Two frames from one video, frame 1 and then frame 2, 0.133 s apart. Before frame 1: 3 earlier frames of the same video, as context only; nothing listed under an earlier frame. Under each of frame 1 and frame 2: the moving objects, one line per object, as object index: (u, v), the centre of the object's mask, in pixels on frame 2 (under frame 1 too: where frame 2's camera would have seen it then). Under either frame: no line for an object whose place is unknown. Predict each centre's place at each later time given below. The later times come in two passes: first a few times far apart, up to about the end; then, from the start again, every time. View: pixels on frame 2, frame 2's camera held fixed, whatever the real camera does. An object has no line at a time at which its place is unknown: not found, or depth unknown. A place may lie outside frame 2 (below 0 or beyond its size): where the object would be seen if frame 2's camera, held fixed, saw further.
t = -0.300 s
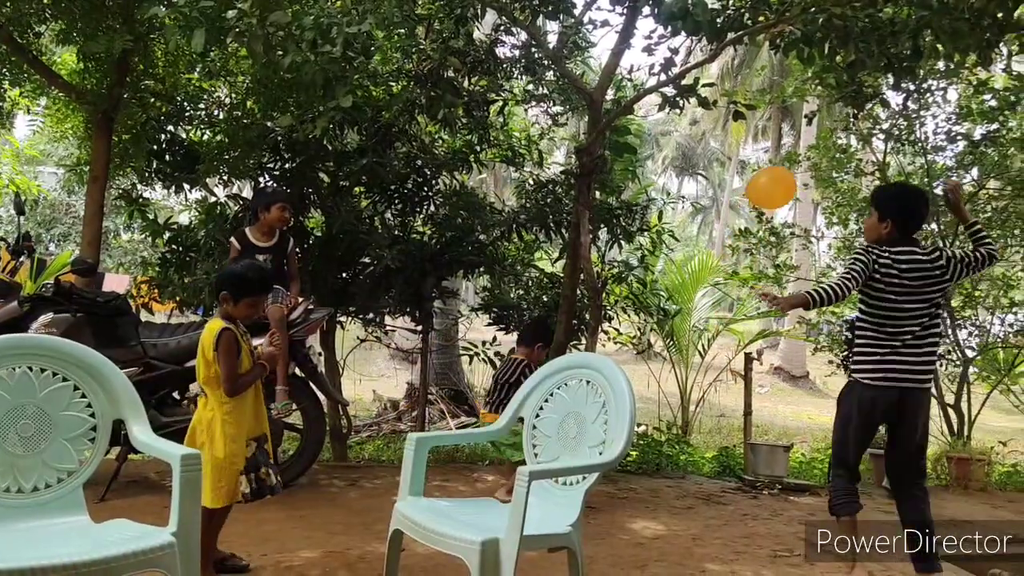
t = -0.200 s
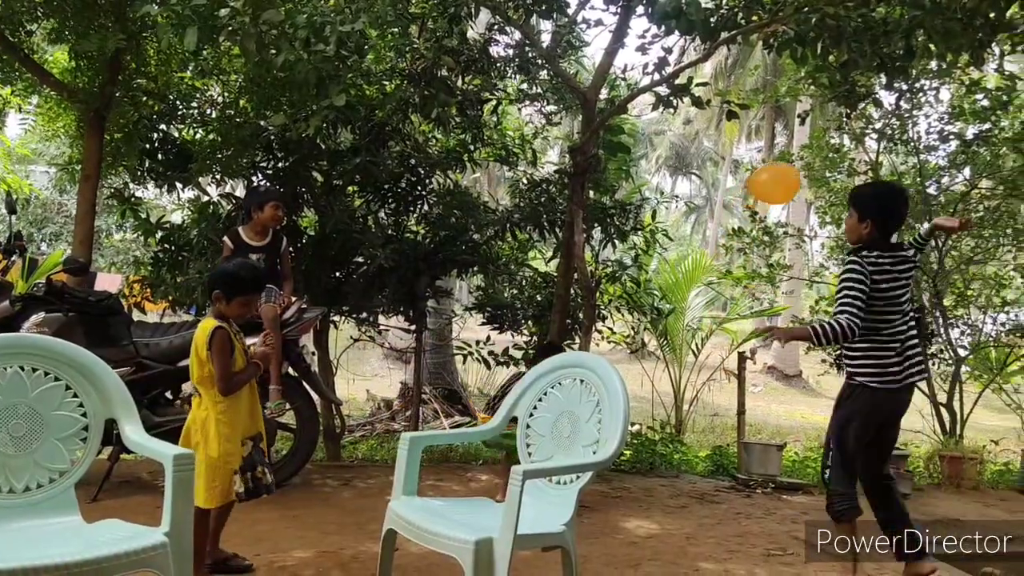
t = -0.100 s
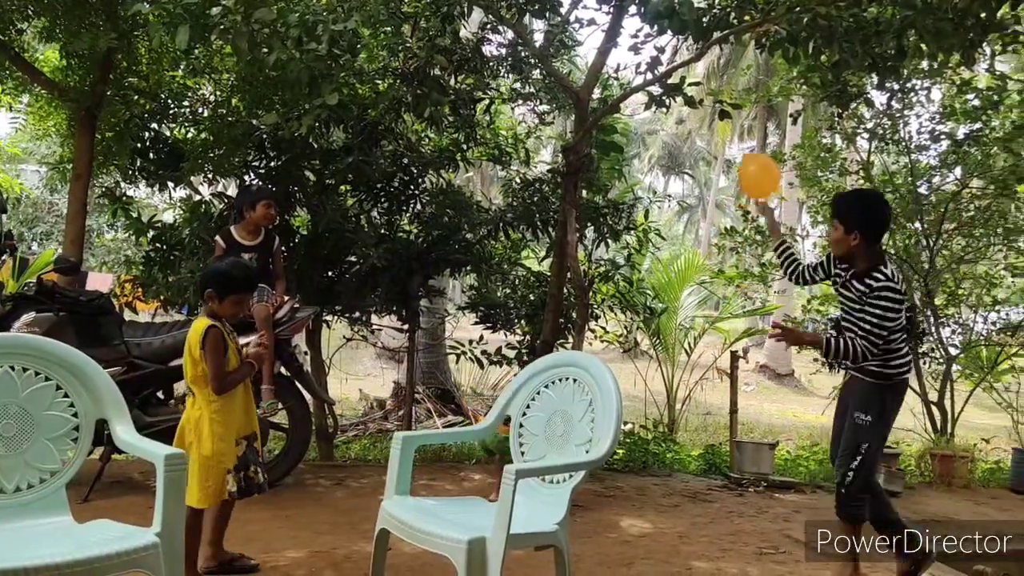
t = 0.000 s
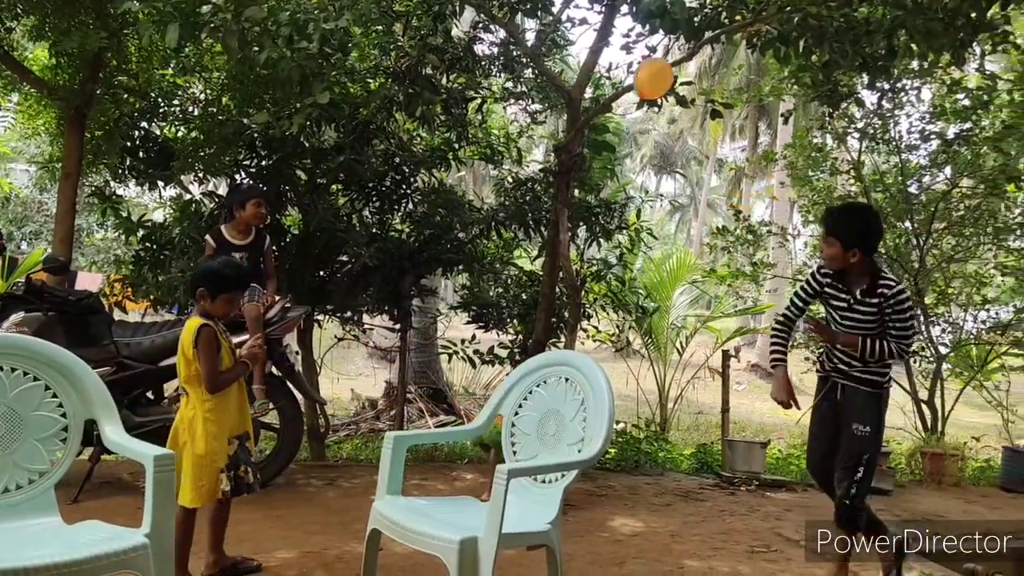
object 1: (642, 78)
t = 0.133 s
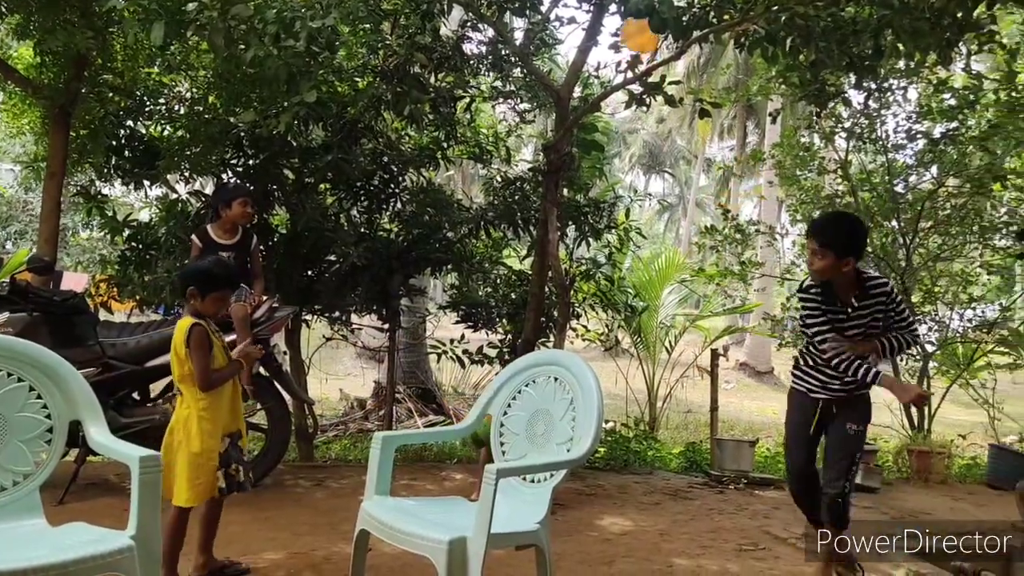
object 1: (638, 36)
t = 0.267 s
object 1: (642, 27)
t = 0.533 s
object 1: (683, 11)
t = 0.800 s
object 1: (681, 11)
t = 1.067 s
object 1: (663, 35)
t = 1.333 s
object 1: (648, 36)
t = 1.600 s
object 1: (646, 38)
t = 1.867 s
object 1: (641, 47)
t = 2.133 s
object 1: (626, 60)
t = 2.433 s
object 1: (620, 101)
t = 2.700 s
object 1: (624, 156)
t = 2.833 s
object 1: (630, 189)
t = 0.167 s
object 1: (639, 34)
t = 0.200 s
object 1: (639, 30)
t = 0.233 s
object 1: (641, 28)
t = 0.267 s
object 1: (642, 27)
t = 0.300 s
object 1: (646, 26)
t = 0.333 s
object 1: (646, 25)
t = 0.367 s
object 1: (678, 10)
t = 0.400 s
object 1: (678, 11)
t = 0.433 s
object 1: (680, 10)
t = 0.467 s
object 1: (682, 9)
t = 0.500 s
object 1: (683, 10)
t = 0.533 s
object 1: (683, 11)
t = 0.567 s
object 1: (684, 11)
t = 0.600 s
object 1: (686, 10)
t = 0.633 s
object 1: (686, 10)
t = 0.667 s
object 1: (686, 10)
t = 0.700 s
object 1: (686, 10)
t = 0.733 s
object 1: (684, 10)
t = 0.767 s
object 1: (683, 10)
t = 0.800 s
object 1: (681, 11)
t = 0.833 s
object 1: (680, 13)
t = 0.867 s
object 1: (679, 13)
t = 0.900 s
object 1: (678, 15)
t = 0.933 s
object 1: (677, 18)
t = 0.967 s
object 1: (674, 24)
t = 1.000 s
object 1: (669, 29)
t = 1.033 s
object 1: (665, 33)
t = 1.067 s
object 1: (663, 35)
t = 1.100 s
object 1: (660, 39)
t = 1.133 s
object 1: (659, 42)
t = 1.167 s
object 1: (658, 43)
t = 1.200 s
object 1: (656, 42)
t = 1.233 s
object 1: (654, 40)
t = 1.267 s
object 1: (653, 39)
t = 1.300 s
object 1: (651, 37)
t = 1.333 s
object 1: (648, 36)
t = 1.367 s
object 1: (648, 35)
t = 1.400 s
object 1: (648, 35)
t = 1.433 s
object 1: (647, 35)
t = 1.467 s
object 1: (646, 35)
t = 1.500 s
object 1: (646, 36)
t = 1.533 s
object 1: (646, 36)
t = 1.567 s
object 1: (646, 37)
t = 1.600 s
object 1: (646, 38)
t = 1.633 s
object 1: (646, 39)
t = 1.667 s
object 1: (646, 40)
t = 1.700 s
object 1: (646, 42)
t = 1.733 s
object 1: (647, 44)
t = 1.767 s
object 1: (647, 46)
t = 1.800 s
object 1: (646, 47)
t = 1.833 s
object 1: (643, 47)
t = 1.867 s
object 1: (641, 47)
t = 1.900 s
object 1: (639, 48)
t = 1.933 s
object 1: (637, 49)
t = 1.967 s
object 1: (635, 50)
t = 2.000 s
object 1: (633, 51)
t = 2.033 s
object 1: (631, 53)
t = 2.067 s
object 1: (629, 55)
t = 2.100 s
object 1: (628, 57)
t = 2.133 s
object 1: (626, 60)
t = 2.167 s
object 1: (625, 63)
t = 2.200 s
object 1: (624, 66)
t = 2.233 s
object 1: (623, 70)
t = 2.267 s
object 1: (622, 74)
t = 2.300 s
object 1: (621, 79)
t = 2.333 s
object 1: (620, 84)
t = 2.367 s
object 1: (620, 90)
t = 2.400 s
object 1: (620, 95)
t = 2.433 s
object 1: (620, 101)
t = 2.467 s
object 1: (620, 107)
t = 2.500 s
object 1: (620, 113)
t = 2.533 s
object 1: (620, 120)
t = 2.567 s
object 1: (621, 127)
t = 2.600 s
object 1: (621, 135)
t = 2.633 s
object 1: (622, 141)
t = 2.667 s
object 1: (623, 149)
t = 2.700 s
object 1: (624, 156)
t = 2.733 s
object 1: (625, 164)
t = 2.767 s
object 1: (626, 172)
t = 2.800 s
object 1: (628, 180)
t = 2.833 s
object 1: (630, 189)
